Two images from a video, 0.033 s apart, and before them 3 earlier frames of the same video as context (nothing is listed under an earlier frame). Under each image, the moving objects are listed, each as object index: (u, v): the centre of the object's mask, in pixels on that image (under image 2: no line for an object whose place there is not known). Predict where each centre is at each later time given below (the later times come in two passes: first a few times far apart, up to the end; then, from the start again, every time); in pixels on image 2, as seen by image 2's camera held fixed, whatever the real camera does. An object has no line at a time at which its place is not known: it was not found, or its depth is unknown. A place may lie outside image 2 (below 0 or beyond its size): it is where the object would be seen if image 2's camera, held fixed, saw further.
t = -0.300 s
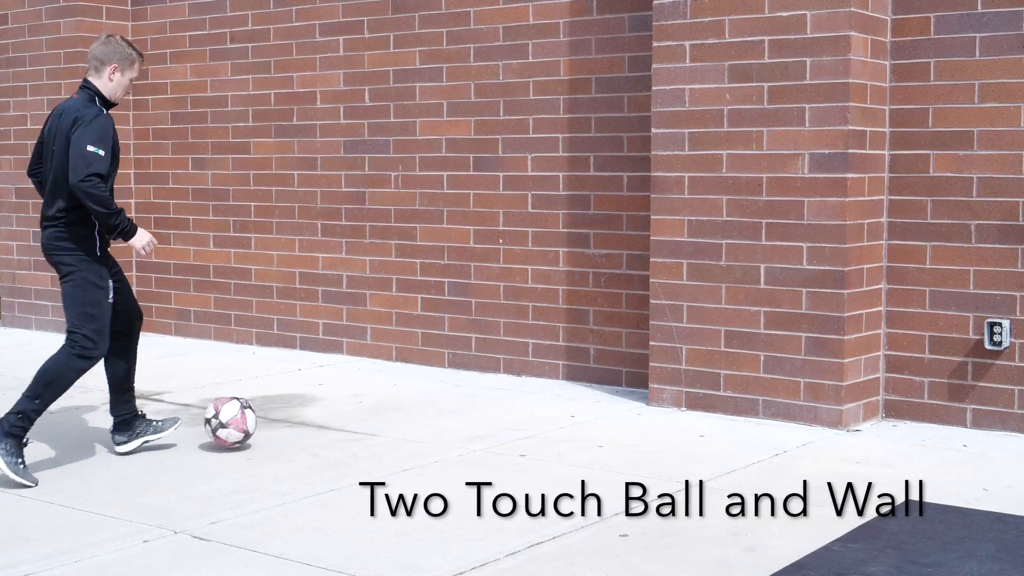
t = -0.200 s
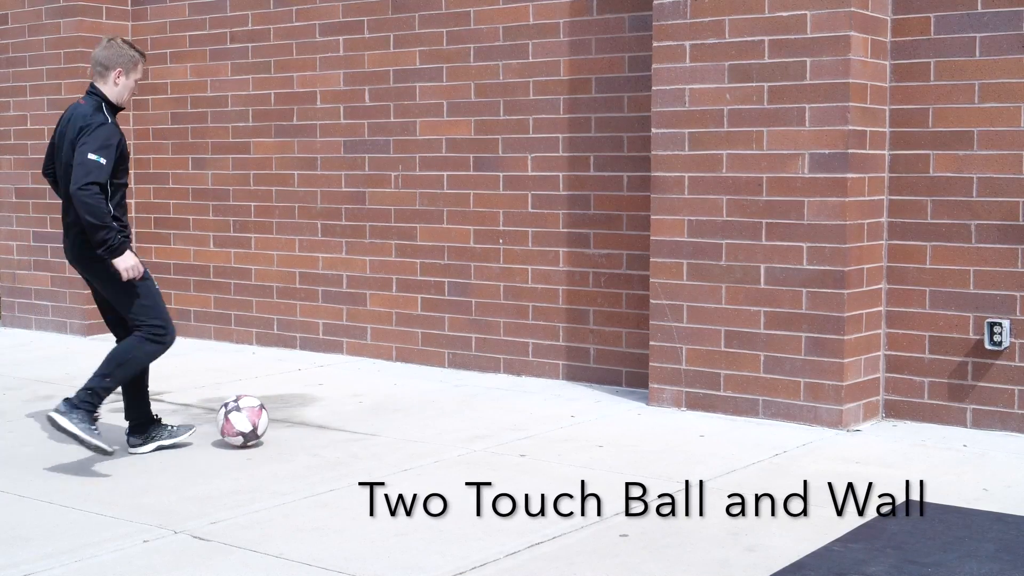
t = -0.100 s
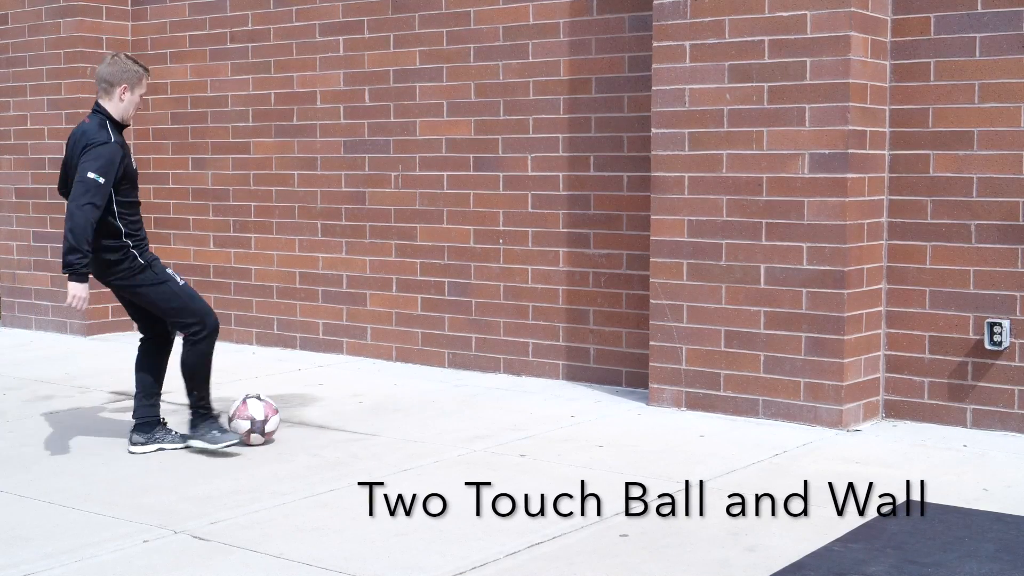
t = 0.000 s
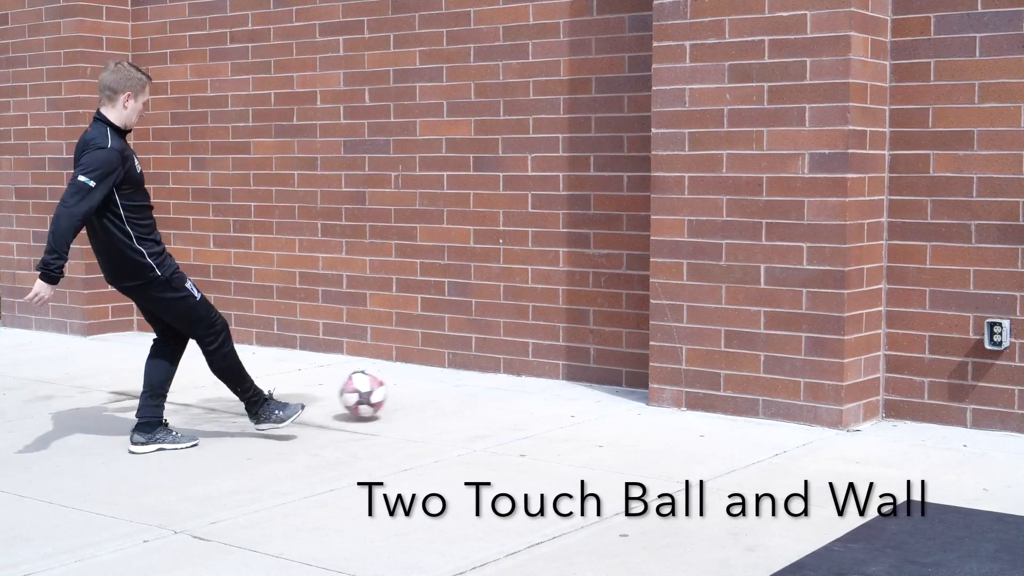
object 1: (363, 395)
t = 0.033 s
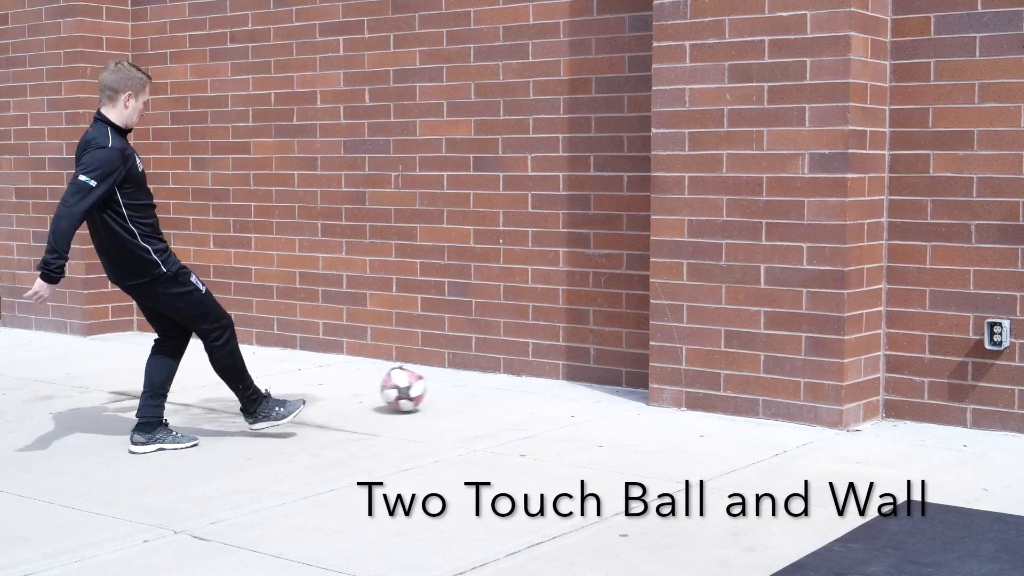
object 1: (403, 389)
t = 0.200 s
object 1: (550, 361)
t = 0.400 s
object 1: (415, 385)
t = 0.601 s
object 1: (277, 412)
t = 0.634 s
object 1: (253, 424)
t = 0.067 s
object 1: (440, 384)
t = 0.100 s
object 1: (472, 375)
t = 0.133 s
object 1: (502, 369)
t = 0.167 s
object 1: (531, 365)
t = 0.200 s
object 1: (550, 361)
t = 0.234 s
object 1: (529, 359)
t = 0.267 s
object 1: (508, 360)
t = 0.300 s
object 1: (487, 363)
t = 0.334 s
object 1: (464, 368)
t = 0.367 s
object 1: (440, 375)
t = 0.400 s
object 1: (415, 385)
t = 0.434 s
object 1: (390, 396)
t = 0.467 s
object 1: (369, 394)
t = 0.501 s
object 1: (347, 395)
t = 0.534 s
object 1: (325, 399)
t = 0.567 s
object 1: (302, 403)
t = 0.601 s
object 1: (277, 412)
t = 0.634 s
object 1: (253, 424)
